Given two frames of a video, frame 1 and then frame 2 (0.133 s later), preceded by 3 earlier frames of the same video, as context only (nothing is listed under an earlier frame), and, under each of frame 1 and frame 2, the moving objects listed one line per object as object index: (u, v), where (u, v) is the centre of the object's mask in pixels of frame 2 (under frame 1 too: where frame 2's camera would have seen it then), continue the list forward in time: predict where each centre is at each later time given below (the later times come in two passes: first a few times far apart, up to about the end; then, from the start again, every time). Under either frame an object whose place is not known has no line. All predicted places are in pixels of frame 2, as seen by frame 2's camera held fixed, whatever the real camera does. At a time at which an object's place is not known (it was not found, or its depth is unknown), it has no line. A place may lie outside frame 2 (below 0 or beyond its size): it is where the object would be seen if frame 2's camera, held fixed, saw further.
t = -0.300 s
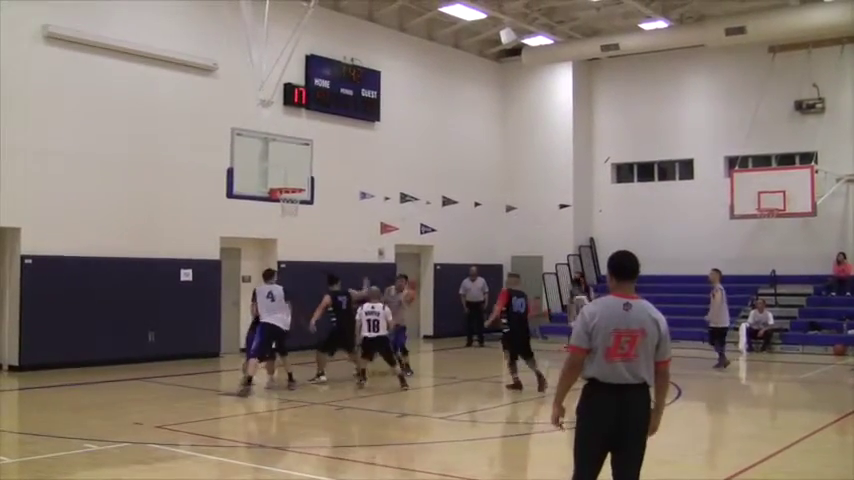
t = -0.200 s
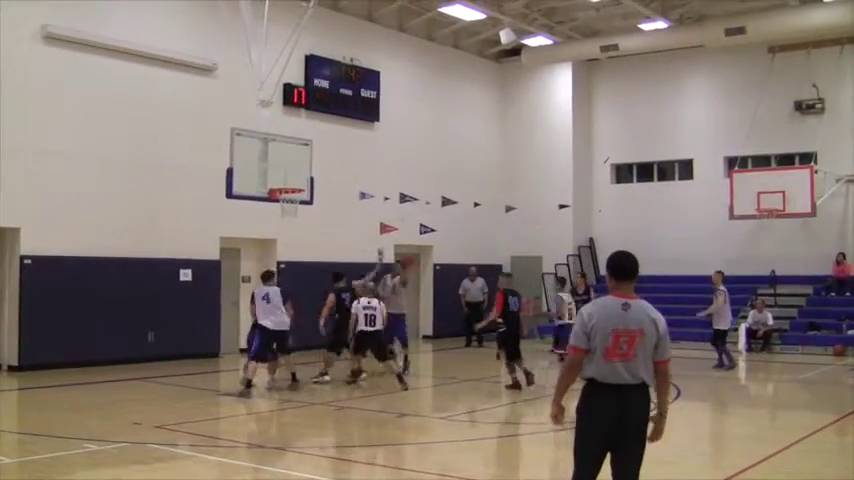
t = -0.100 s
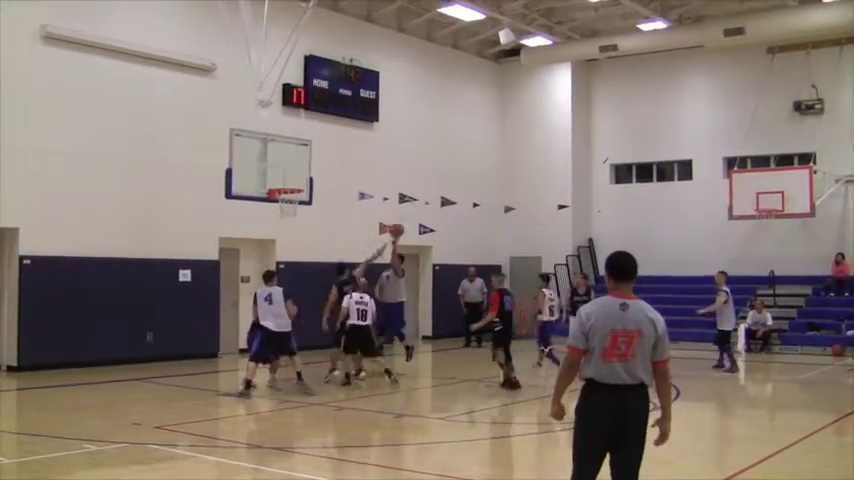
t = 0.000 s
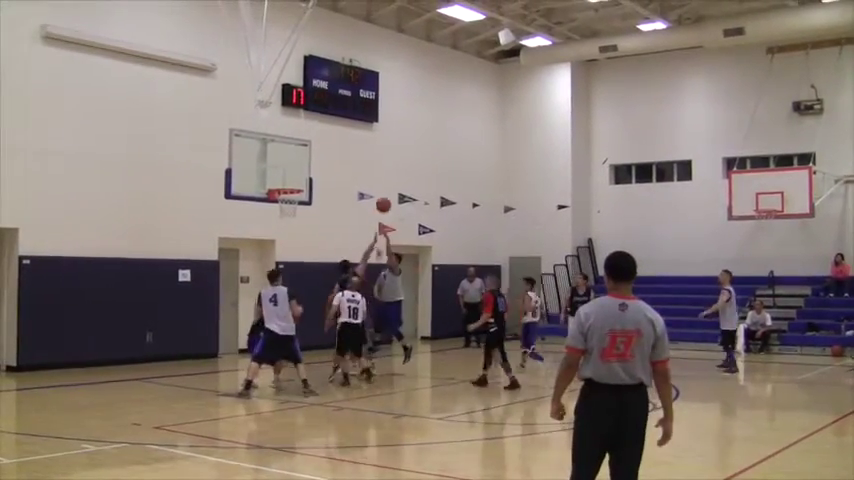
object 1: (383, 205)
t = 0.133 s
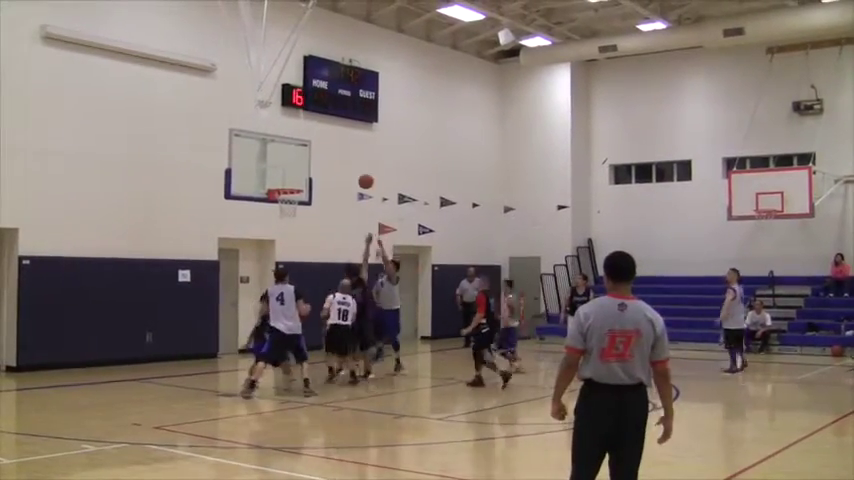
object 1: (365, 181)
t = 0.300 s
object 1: (344, 167)
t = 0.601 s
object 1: (306, 183)
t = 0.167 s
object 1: (361, 177)
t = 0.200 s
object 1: (357, 174)
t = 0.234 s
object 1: (353, 171)
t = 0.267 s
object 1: (348, 168)
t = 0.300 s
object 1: (344, 167)
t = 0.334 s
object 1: (340, 166)
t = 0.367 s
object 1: (335, 166)
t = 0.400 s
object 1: (331, 166)
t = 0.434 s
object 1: (327, 167)
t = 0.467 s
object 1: (322, 169)
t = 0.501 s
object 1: (318, 172)
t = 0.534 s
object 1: (314, 175)
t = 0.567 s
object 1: (309, 178)
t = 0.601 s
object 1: (306, 183)
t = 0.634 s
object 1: (304, 186)
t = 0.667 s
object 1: (305, 188)
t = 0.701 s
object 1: (306, 190)
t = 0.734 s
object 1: (307, 192)
